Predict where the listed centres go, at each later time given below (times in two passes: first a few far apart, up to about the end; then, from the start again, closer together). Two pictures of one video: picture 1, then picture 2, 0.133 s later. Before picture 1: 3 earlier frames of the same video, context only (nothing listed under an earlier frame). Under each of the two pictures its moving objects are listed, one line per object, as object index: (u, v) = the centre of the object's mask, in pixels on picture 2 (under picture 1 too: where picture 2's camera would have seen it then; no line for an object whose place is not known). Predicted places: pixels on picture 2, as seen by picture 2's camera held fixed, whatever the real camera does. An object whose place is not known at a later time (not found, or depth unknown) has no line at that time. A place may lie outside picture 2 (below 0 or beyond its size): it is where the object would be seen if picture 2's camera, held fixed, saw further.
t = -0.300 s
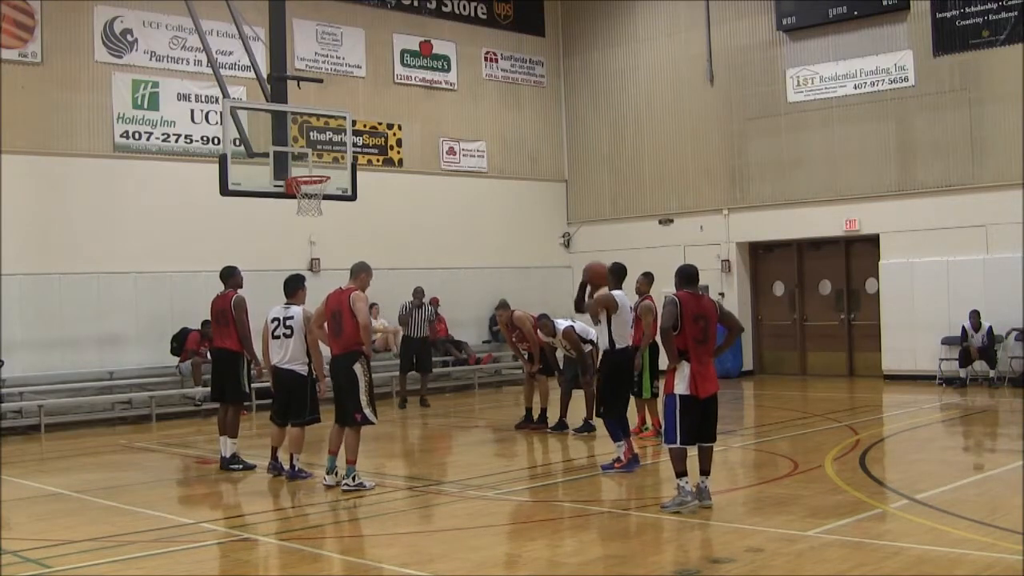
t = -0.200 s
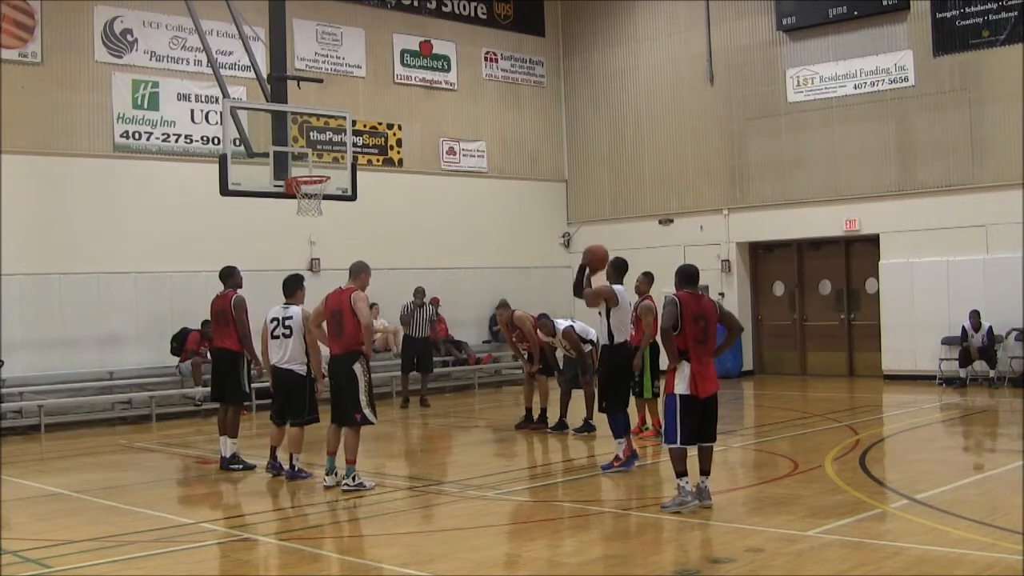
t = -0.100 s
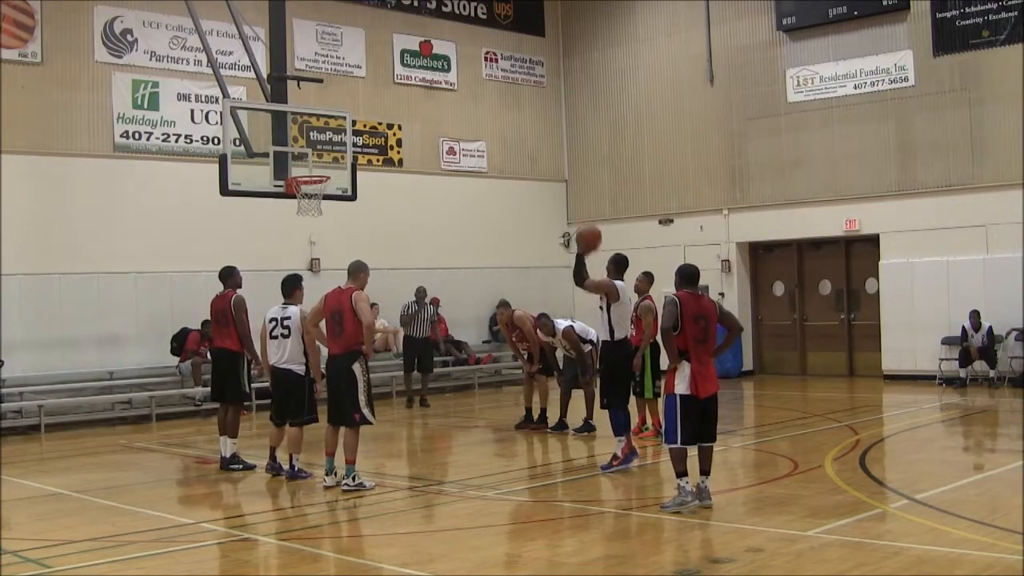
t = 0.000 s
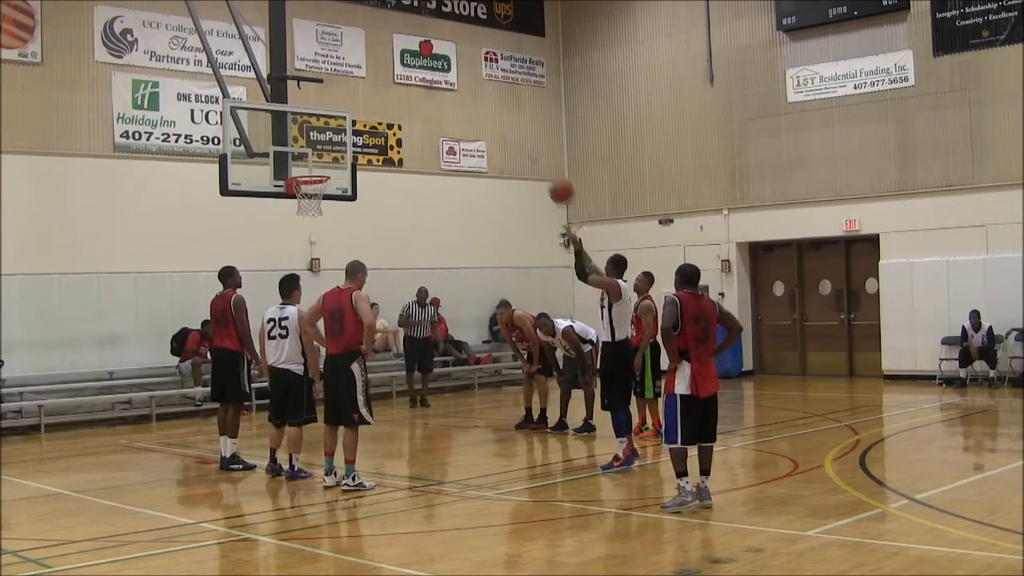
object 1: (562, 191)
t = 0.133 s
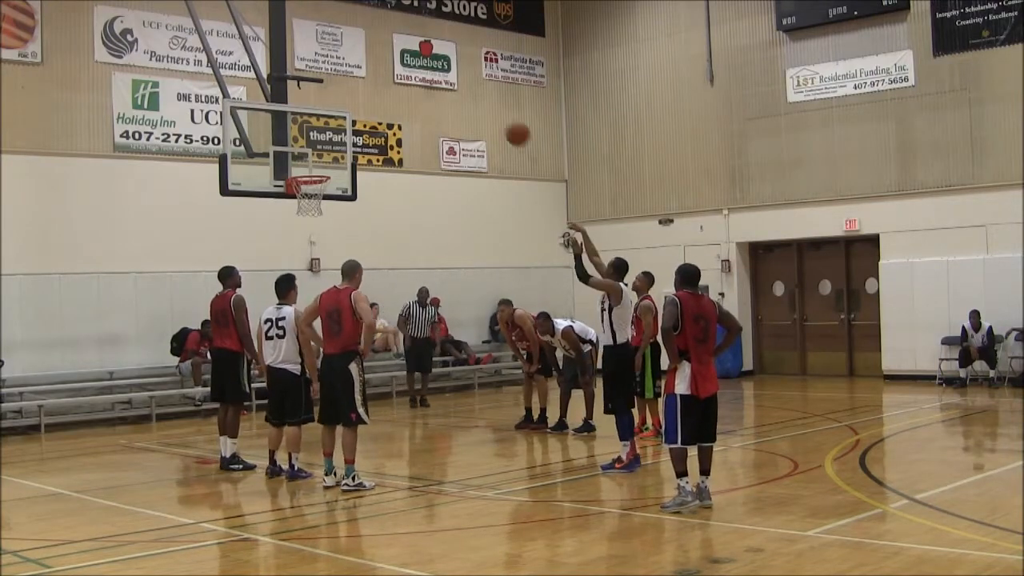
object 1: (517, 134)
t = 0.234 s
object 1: (487, 104)
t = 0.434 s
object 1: (431, 77)
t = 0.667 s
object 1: (375, 92)
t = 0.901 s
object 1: (326, 149)
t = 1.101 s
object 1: (300, 216)
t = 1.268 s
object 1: (292, 275)
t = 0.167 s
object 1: (507, 123)
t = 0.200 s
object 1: (497, 113)
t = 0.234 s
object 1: (487, 104)
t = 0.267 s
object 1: (477, 97)
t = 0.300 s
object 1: (468, 91)
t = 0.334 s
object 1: (459, 86)
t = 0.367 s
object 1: (450, 82)
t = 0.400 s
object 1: (440, 79)
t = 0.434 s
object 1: (431, 77)
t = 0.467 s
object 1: (424, 76)
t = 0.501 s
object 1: (415, 76)
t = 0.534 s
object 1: (407, 78)
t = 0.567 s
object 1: (398, 80)
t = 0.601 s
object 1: (391, 83)
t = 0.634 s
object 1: (383, 87)
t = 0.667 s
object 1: (375, 92)
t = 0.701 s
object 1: (368, 98)
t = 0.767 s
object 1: (354, 112)
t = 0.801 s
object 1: (347, 119)
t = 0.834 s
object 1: (341, 129)
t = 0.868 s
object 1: (334, 138)
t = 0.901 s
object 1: (326, 149)
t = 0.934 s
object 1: (320, 162)
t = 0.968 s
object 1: (314, 174)
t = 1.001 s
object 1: (309, 186)
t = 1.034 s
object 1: (304, 198)
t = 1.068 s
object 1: (302, 207)
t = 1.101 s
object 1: (300, 216)
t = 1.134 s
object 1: (297, 226)
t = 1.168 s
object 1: (295, 238)
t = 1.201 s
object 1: (293, 250)
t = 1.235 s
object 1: (291, 263)
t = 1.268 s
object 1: (292, 275)
